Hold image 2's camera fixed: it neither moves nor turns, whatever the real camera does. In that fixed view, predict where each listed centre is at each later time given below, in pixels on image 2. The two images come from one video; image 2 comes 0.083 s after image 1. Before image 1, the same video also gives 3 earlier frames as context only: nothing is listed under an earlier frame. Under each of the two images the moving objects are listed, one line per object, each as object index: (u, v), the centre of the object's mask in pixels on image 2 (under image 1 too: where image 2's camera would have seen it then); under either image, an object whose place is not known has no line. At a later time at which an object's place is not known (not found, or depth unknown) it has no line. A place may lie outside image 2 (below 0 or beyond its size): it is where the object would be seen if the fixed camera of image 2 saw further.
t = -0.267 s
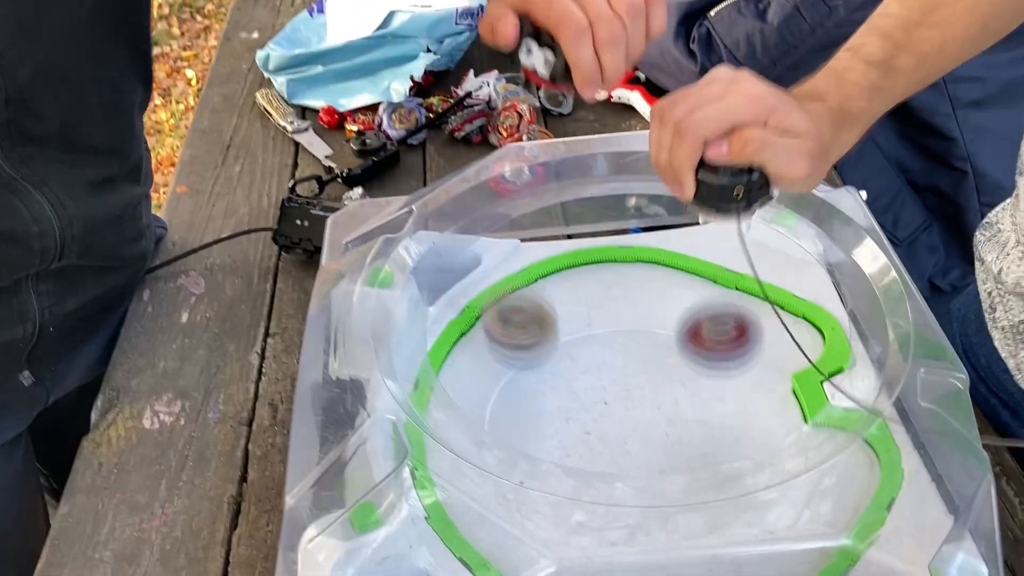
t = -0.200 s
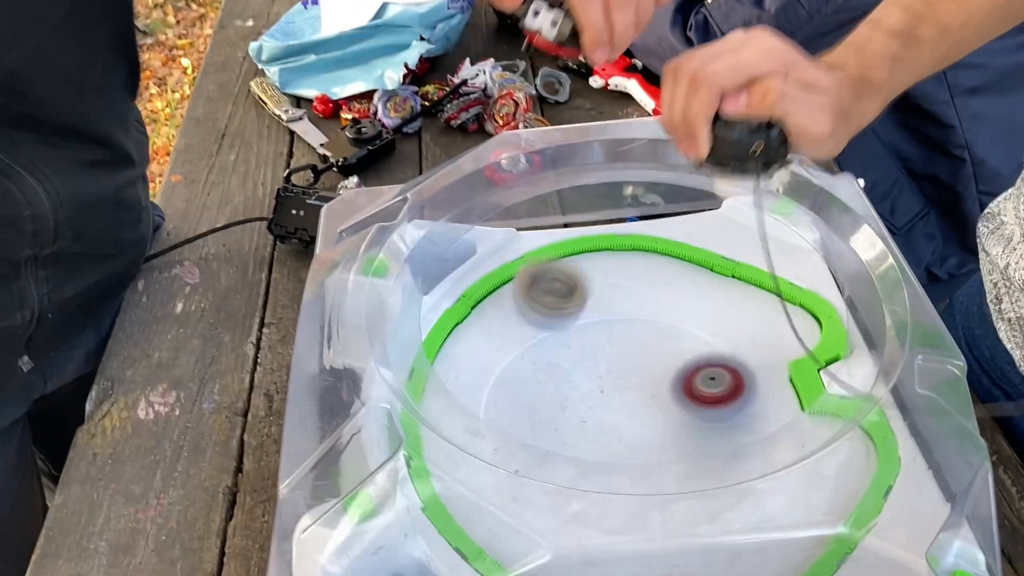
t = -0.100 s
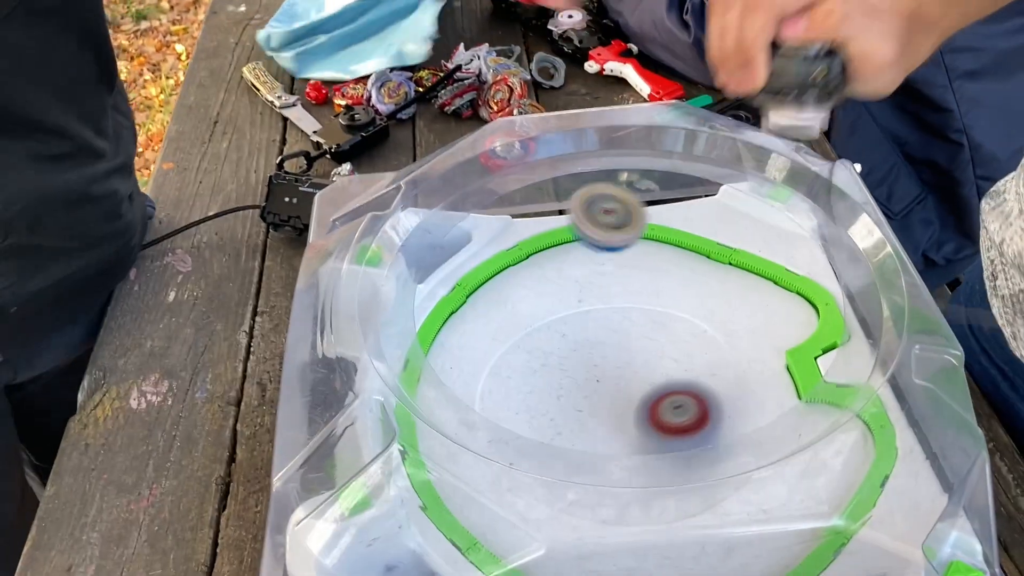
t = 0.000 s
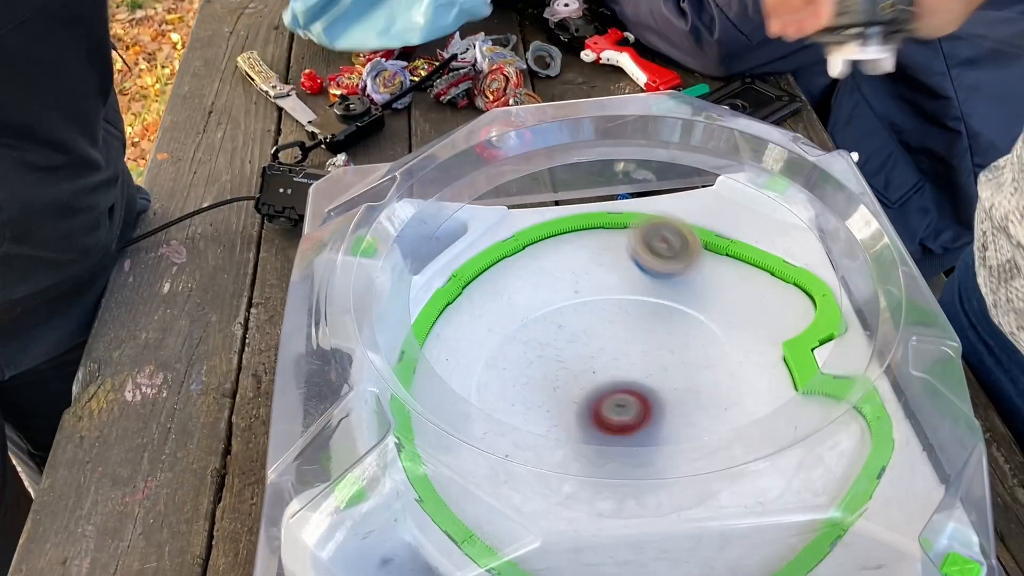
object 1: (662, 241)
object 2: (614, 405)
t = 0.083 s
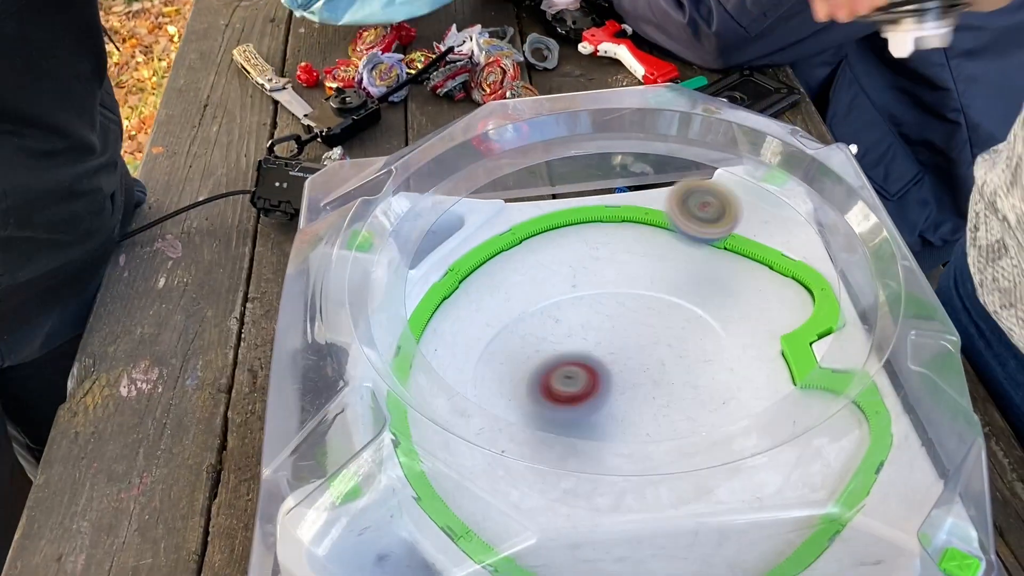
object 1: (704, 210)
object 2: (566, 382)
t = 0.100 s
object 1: (710, 203)
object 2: (556, 379)
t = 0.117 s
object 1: (716, 200)
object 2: (549, 371)
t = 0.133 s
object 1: (723, 200)
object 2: (543, 365)
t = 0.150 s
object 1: (730, 203)
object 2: (538, 358)
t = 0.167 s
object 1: (736, 207)
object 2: (534, 351)
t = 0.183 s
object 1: (743, 213)
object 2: (531, 343)
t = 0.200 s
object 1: (744, 215)
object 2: (529, 337)
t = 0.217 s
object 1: (743, 213)
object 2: (530, 327)
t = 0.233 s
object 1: (742, 214)
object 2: (530, 320)
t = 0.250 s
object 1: (741, 217)
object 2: (532, 313)
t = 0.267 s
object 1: (740, 223)
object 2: (535, 305)
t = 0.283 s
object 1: (737, 231)
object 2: (539, 298)
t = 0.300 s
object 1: (729, 237)
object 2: (544, 291)
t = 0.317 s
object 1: (722, 244)
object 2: (550, 283)
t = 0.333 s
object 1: (714, 250)
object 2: (558, 276)
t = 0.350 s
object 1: (707, 252)
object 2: (566, 271)
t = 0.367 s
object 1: (701, 254)
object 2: (577, 268)
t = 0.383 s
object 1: (693, 259)
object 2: (587, 267)
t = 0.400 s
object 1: (685, 265)
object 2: (596, 265)
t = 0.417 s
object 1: (686, 268)
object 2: (599, 263)
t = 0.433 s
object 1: (695, 266)
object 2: (594, 261)
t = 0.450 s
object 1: (704, 265)
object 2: (589, 259)
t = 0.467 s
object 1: (713, 267)
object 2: (584, 256)
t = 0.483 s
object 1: (722, 271)
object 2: (579, 254)
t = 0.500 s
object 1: (731, 276)
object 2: (573, 252)
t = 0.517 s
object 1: (739, 275)
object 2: (569, 249)
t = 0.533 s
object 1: (747, 274)
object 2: (564, 245)
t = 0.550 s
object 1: (755, 275)
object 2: (561, 241)
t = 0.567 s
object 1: (764, 279)
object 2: (556, 238)
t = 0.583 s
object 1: (771, 280)
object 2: (552, 233)
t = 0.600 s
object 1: (778, 278)
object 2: (548, 230)
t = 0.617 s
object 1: (785, 277)
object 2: (544, 226)
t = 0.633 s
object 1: (793, 278)
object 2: (542, 222)
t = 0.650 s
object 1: (797, 277)
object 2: (542, 221)
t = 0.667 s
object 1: (796, 276)
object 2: (544, 221)
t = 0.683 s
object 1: (793, 277)
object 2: (547, 222)
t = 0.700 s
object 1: (789, 279)
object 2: (550, 223)
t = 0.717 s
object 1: (785, 281)
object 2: (554, 223)
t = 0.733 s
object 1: (777, 281)
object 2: (556, 224)
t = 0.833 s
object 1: (732, 276)
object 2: (569, 223)
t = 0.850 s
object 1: (726, 275)
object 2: (571, 222)
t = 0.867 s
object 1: (719, 273)
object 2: (573, 222)
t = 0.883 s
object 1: (713, 272)
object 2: (575, 223)
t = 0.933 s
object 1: (696, 267)
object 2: (579, 225)
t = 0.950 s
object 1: (691, 266)
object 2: (580, 225)
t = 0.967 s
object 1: (686, 264)
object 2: (581, 226)
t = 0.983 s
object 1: (682, 262)
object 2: (583, 228)
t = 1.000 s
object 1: (677, 261)
